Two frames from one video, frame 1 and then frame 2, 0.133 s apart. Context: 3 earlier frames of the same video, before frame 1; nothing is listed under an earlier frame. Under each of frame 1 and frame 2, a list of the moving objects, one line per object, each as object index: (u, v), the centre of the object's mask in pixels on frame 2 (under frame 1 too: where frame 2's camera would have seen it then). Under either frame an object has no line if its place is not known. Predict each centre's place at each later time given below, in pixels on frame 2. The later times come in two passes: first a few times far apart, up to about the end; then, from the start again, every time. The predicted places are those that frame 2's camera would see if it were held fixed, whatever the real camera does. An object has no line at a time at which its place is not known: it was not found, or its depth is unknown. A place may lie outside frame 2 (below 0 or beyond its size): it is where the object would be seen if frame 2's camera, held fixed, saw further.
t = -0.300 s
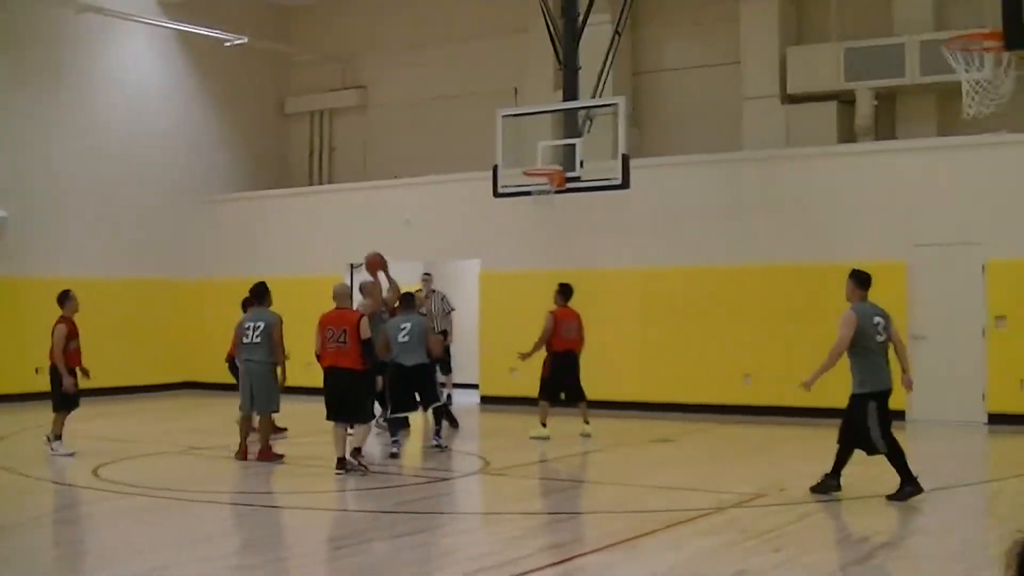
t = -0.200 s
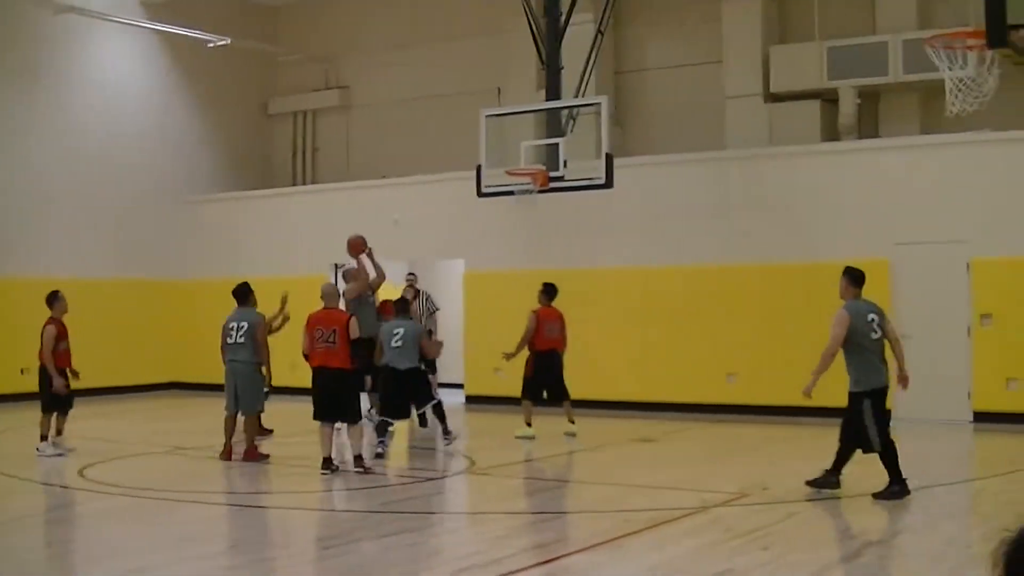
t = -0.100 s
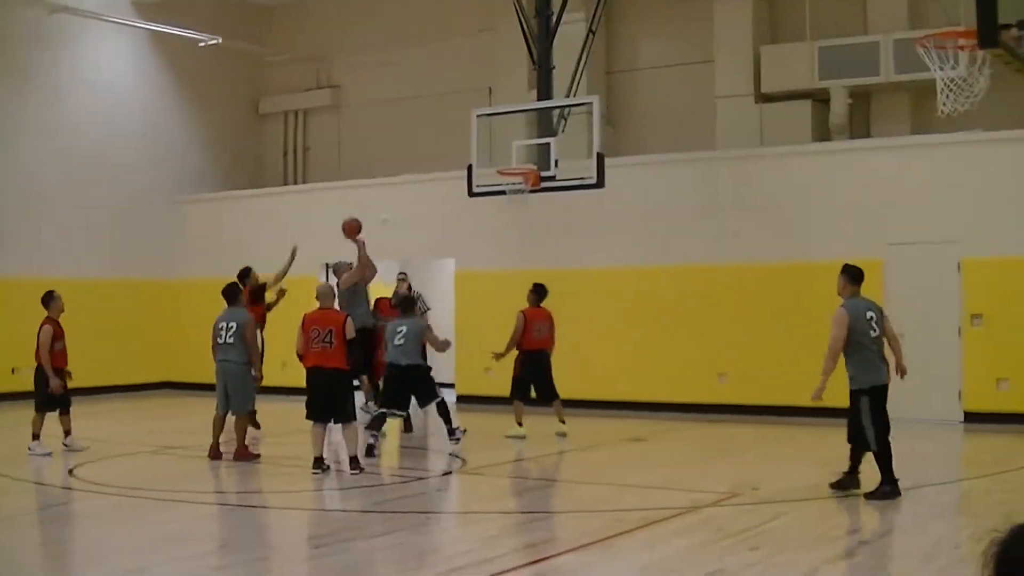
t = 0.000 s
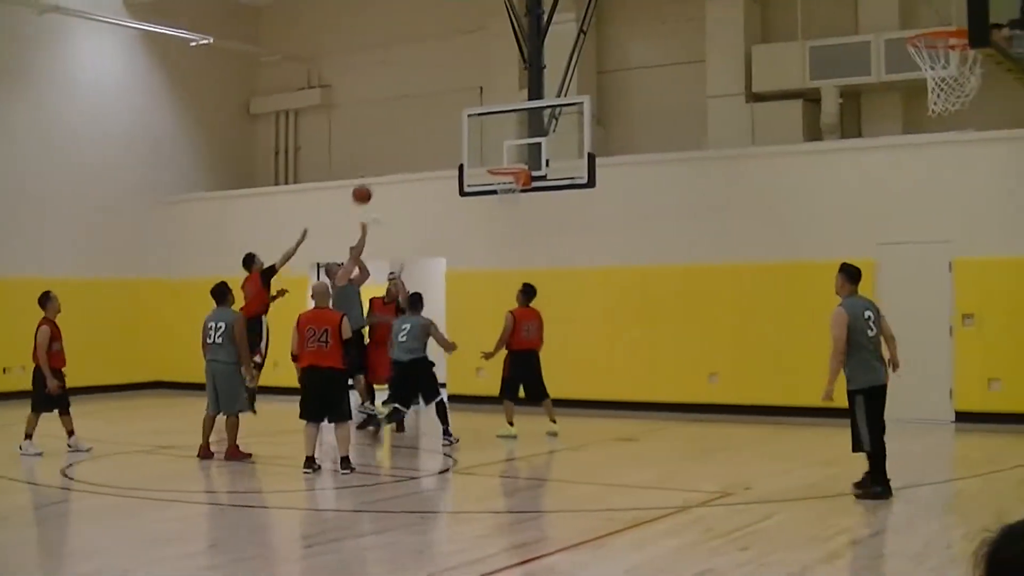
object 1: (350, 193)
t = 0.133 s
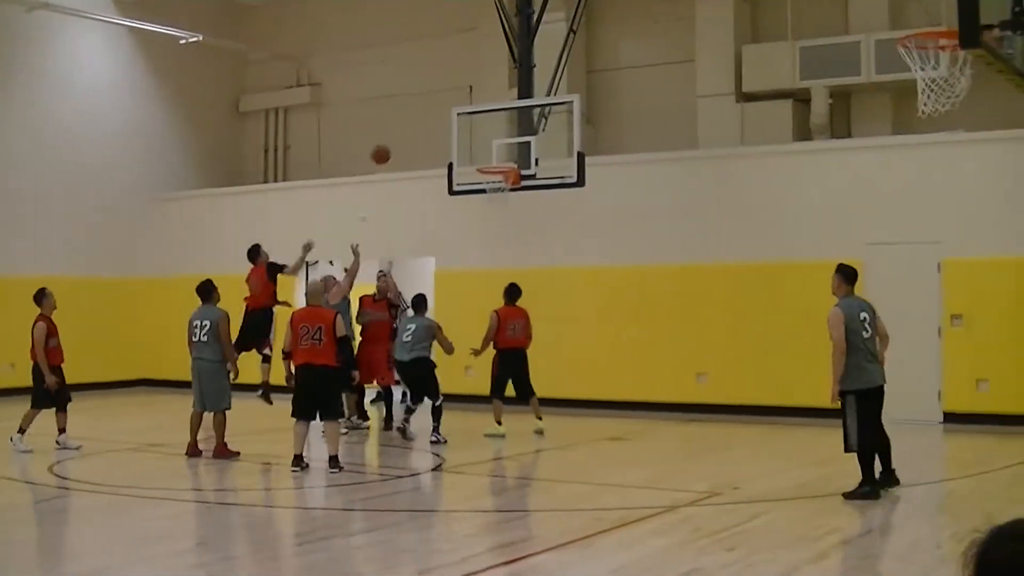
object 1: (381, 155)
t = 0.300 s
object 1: (416, 129)
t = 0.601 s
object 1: (475, 139)
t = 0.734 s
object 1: (471, 161)
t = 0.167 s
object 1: (388, 147)
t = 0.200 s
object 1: (395, 142)
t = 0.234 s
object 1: (402, 136)
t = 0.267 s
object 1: (409, 132)
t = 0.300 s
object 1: (416, 129)
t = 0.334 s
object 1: (423, 126)
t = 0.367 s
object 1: (430, 125)
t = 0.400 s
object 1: (436, 124)
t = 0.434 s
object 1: (443, 125)
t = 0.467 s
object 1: (449, 126)
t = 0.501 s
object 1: (456, 128)
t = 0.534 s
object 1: (462, 130)
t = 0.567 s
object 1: (469, 134)
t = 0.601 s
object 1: (475, 139)
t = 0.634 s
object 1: (475, 143)
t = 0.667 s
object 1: (473, 148)
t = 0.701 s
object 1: (472, 153)
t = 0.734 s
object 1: (471, 161)
